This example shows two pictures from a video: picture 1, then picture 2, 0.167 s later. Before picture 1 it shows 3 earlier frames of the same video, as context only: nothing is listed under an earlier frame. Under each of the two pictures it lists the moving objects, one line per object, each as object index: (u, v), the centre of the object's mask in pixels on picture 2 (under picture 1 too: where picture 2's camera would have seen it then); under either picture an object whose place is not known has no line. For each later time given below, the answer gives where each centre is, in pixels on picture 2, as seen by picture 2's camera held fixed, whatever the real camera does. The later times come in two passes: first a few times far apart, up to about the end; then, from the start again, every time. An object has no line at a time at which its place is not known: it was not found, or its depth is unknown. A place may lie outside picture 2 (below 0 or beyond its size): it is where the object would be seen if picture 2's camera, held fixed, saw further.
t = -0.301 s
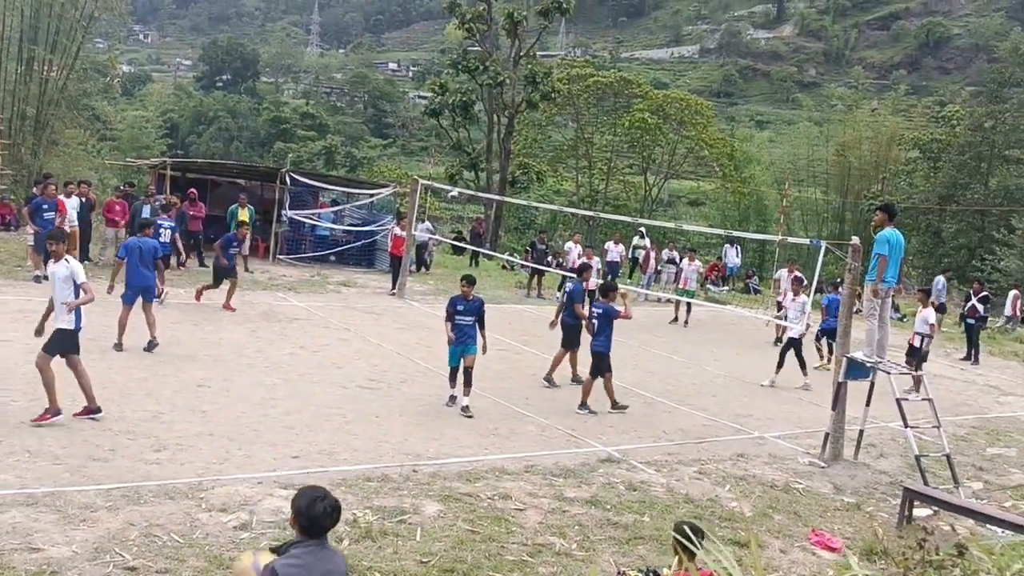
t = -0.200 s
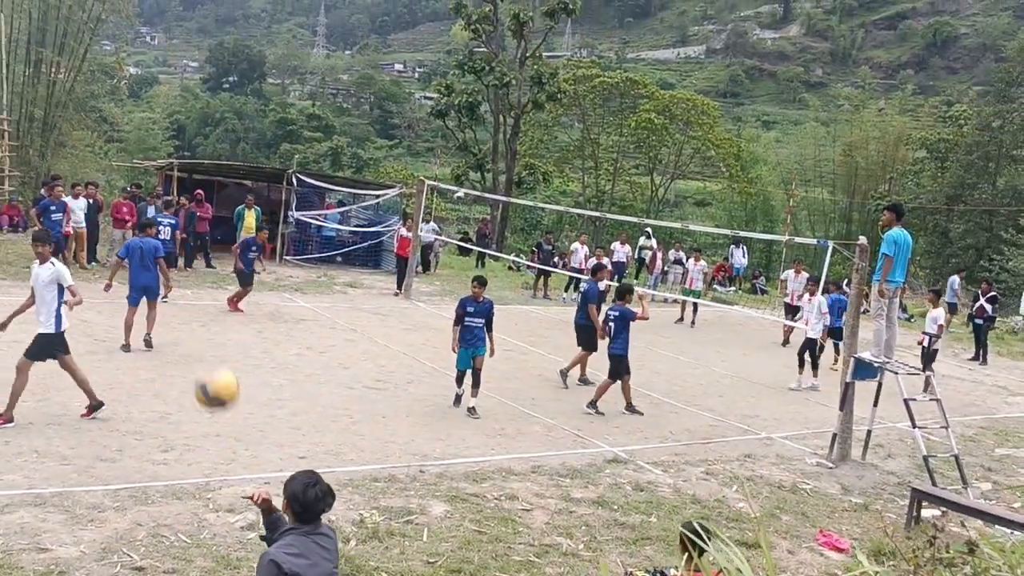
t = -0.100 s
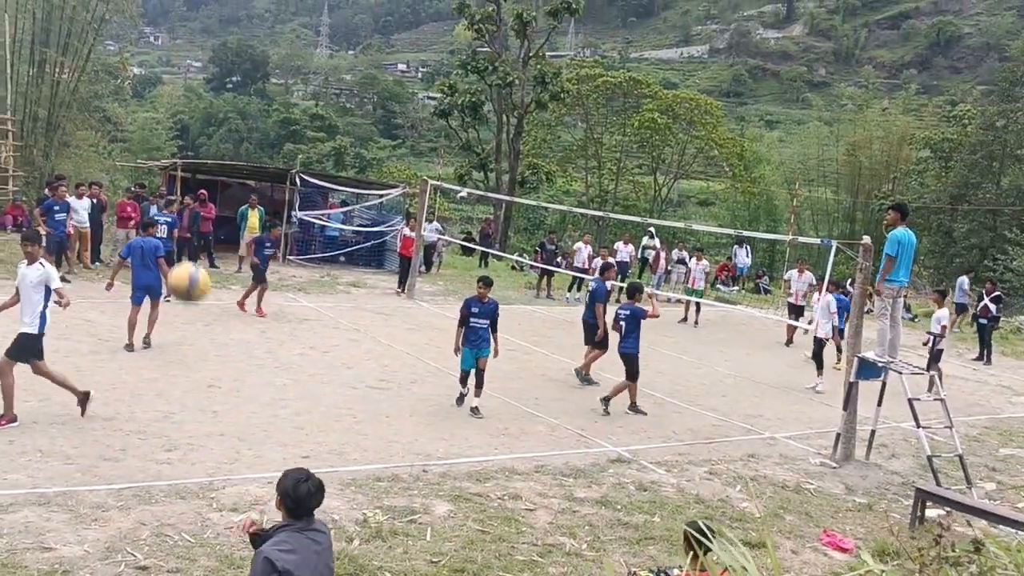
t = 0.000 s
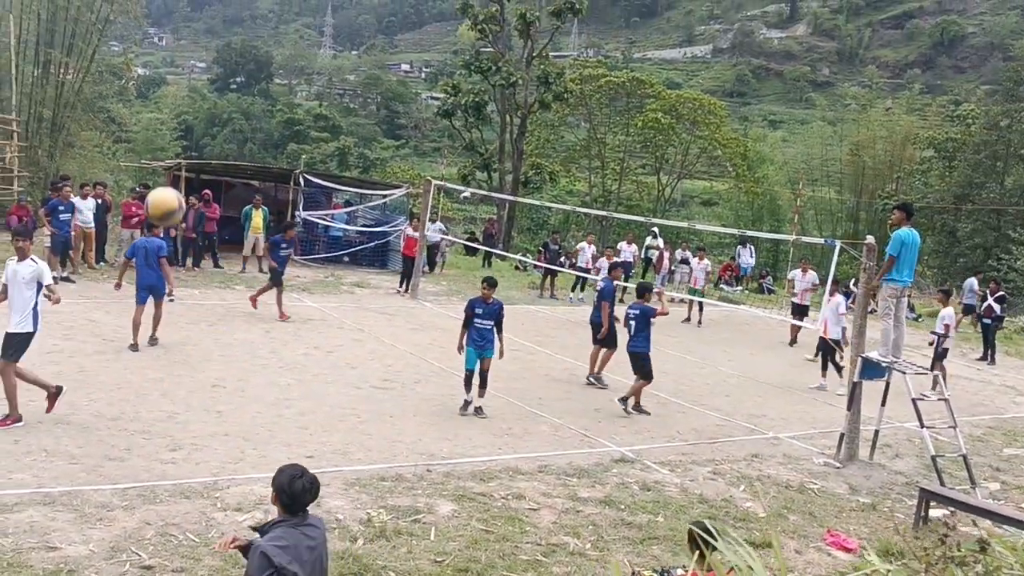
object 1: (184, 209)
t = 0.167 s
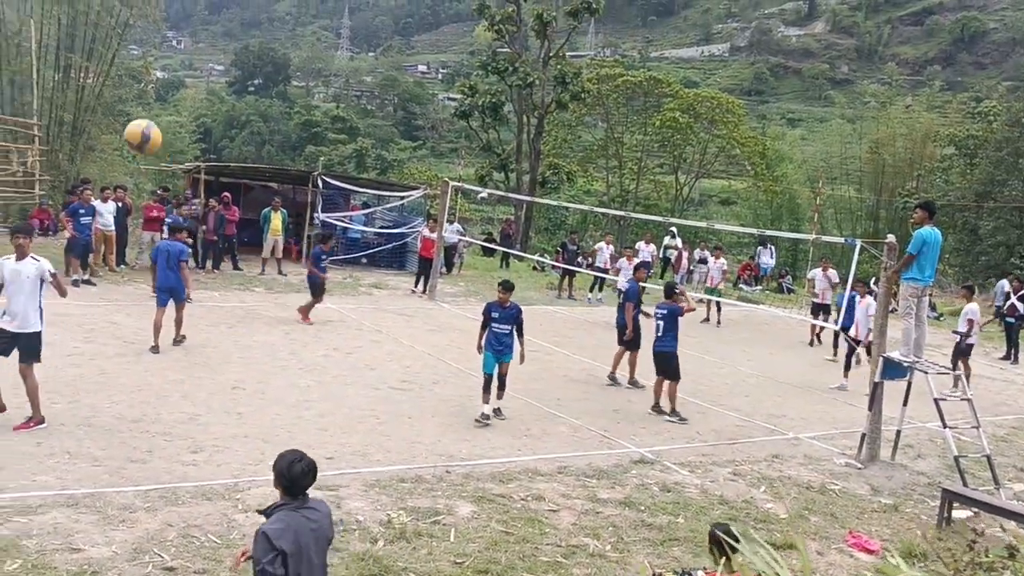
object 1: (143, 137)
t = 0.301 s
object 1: (115, 118)
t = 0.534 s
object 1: (70, 148)
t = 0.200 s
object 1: (135, 130)
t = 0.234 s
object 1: (128, 124)
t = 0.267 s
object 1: (121, 119)
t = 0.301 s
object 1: (115, 118)
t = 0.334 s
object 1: (108, 117)
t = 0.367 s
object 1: (100, 118)
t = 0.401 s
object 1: (94, 122)
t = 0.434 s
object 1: (88, 126)
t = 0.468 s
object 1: (83, 132)
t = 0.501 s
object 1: (76, 141)
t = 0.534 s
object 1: (70, 148)
